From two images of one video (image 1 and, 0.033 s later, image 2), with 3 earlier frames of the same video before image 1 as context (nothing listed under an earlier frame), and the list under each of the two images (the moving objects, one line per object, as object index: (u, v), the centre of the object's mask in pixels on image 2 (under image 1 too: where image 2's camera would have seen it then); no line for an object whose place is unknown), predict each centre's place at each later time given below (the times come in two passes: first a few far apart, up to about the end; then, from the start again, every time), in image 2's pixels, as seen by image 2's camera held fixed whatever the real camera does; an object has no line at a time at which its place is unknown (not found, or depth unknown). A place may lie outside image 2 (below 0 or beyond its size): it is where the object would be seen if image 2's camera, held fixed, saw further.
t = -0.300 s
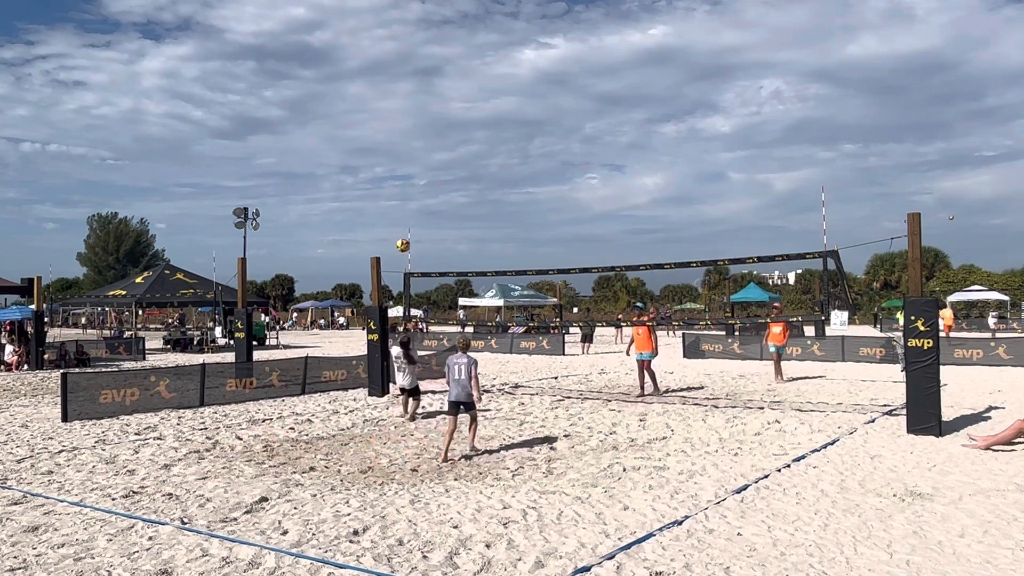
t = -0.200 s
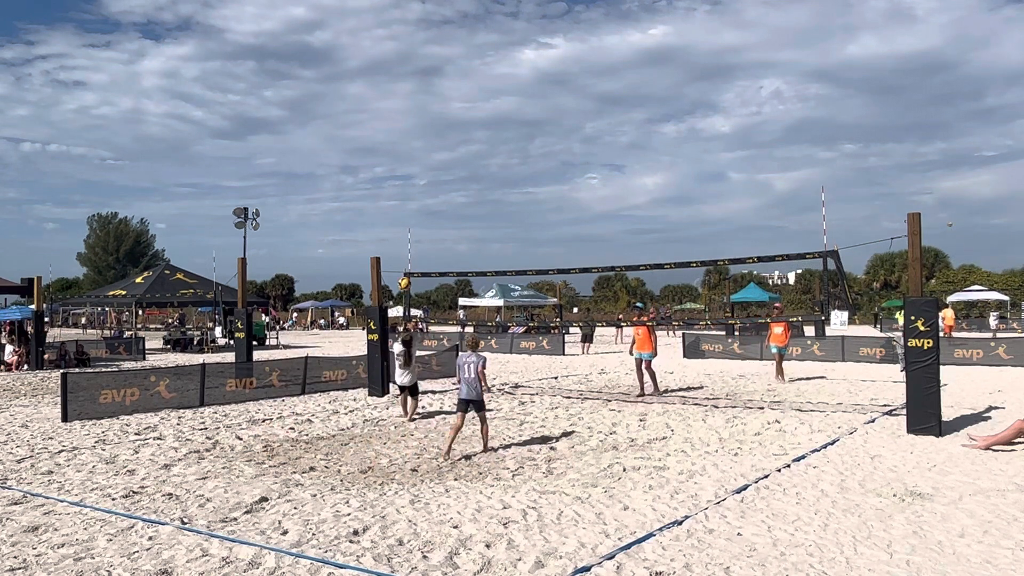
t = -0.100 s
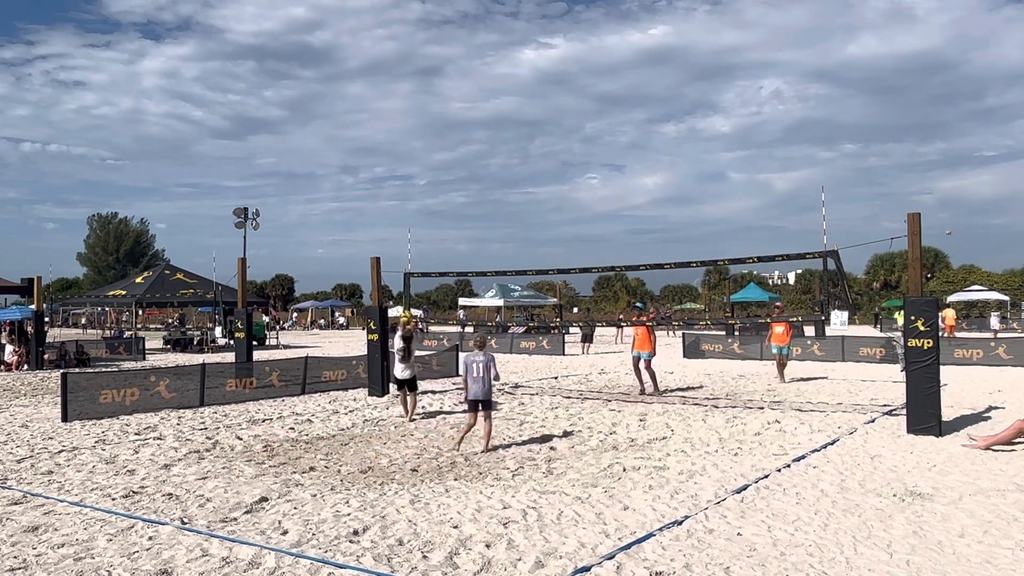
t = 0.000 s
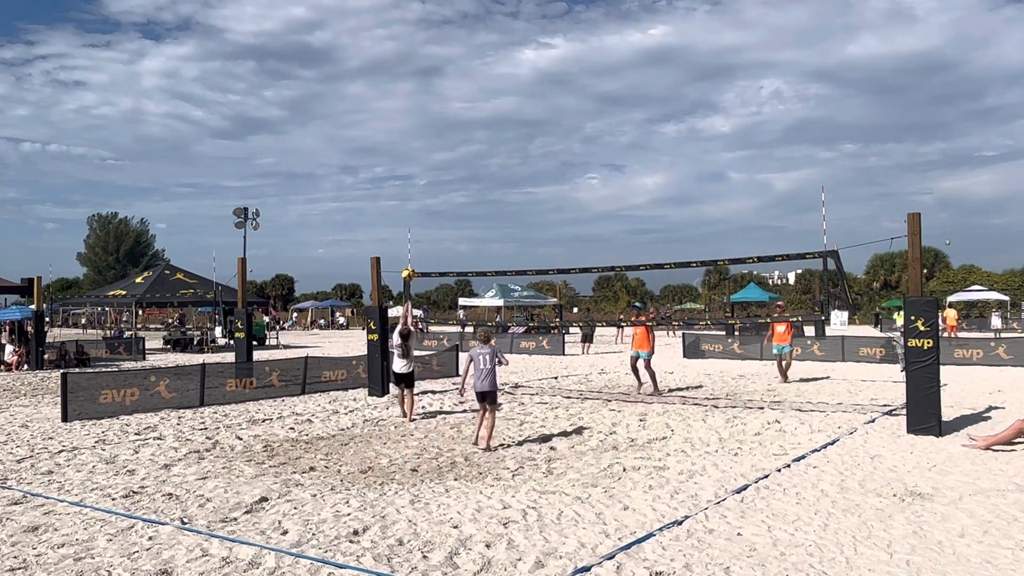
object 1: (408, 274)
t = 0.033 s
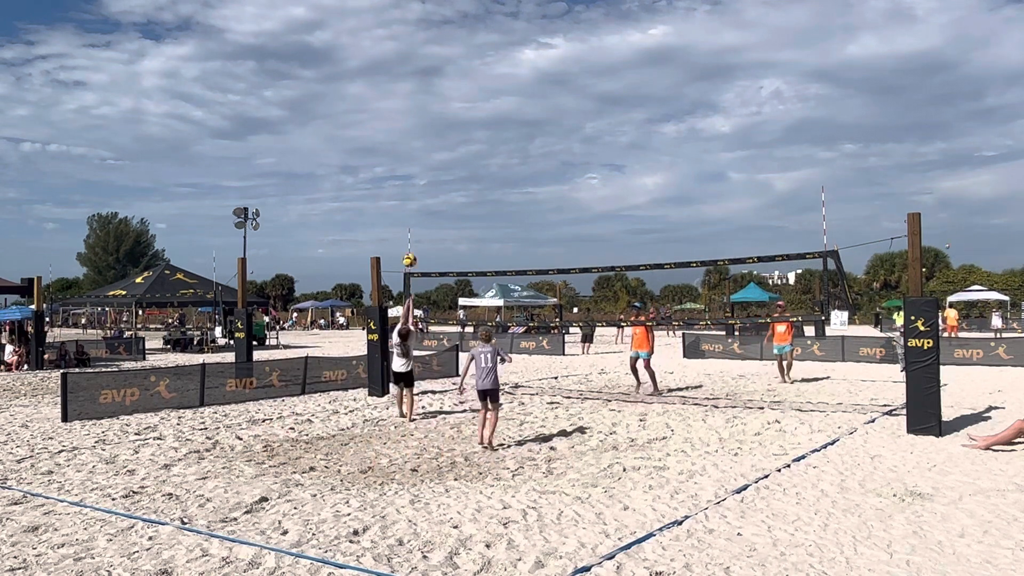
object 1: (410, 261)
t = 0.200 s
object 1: (415, 199)
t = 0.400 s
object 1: (423, 141)
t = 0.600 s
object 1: (431, 106)
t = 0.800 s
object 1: (439, 100)
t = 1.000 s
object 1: (448, 134)
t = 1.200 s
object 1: (459, 219)
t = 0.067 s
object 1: (410, 247)
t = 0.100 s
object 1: (412, 235)
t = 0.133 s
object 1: (413, 222)
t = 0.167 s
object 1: (414, 211)
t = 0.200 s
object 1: (415, 199)
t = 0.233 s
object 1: (417, 188)
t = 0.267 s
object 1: (418, 178)
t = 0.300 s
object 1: (419, 167)
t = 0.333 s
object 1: (420, 158)
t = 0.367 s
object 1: (421, 149)
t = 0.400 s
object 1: (423, 141)
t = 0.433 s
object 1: (424, 133)
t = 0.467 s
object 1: (426, 127)
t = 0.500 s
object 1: (427, 120)
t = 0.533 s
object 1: (428, 115)
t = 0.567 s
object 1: (430, 110)
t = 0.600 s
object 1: (431, 106)
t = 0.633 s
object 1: (432, 103)
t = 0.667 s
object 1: (433, 101)
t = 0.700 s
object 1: (435, 99)
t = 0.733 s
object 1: (436, 99)
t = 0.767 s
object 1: (437, 99)
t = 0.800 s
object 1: (439, 100)
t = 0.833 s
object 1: (441, 103)
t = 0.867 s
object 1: (442, 107)
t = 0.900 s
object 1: (444, 112)
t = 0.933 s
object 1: (445, 118)
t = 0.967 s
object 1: (447, 126)
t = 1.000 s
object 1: (448, 134)
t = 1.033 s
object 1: (450, 144)
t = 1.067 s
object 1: (452, 156)
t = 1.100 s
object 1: (453, 169)
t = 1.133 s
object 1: (455, 184)
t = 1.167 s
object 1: (457, 200)
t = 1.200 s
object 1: (459, 219)
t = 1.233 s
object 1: (461, 239)
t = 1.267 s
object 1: (463, 261)
